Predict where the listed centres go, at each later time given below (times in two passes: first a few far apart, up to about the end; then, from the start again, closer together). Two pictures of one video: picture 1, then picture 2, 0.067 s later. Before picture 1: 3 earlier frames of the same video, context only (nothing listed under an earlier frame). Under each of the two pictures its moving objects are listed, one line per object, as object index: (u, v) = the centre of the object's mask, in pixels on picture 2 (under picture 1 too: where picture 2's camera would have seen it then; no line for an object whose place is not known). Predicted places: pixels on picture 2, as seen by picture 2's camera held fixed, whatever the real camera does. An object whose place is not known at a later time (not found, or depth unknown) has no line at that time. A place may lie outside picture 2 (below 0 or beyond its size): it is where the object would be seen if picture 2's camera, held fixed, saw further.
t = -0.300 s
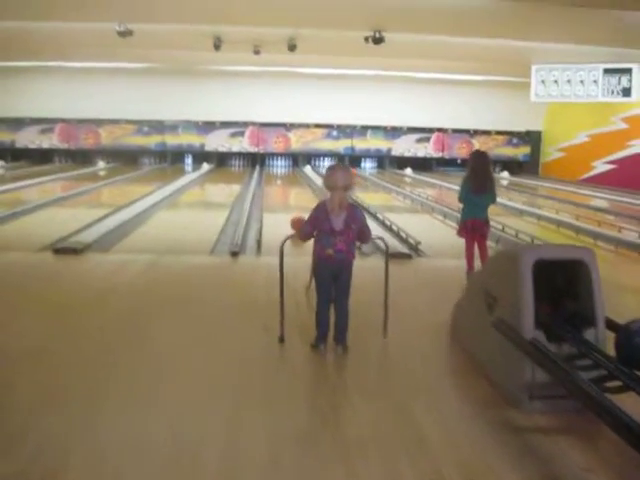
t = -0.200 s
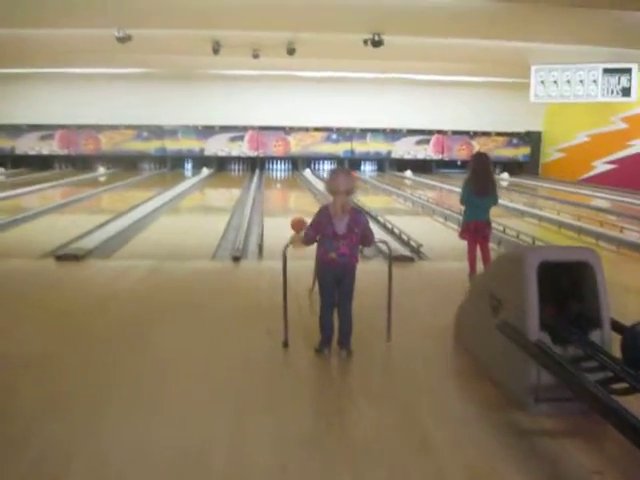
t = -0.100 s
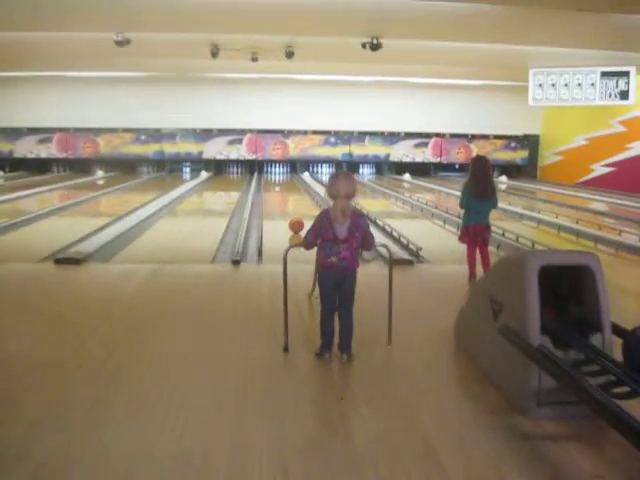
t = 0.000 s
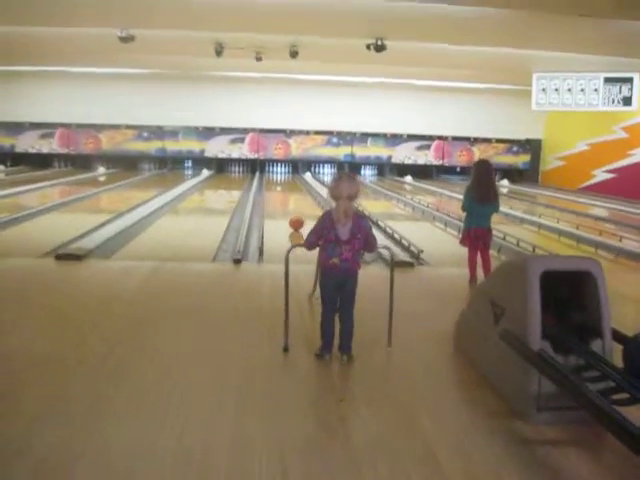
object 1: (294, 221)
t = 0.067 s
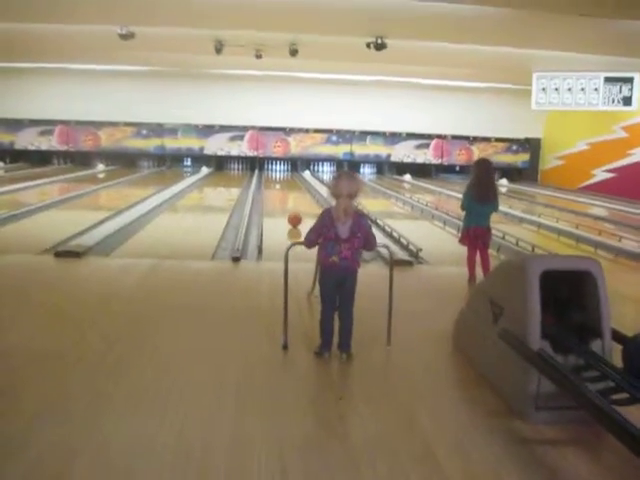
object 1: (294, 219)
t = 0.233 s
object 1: (293, 215)
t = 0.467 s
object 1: (293, 211)
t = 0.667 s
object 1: (292, 208)
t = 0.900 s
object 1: (290, 204)
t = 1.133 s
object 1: (285, 202)
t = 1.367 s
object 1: (282, 199)
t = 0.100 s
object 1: (294, 218)
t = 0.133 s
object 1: (294, 218)
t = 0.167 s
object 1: (294, 217)
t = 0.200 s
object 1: (293, 216)
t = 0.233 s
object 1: (293, 215)
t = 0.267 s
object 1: (293, 214)
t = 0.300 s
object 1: (293, 213)
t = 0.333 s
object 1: (293, 213)
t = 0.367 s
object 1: (293, 212)
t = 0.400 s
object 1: (293, 212)
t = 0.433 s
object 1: (293, 211)
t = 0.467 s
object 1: (293, 211)
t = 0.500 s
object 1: (292, 210)
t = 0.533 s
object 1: (292, 209)
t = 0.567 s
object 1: (292, 207)
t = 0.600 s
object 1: (292, 208)
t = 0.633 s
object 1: (292, 208)
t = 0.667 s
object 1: (292, 208)
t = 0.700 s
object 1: (292, 208)
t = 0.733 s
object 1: (292, 208)
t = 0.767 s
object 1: (292, 206)
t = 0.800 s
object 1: (292, 207)
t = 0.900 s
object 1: (290, 204)
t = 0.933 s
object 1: (289, 204)
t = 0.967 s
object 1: (288, 204)
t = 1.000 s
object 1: (288, 204)
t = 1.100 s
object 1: (286, 200)
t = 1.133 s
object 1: (285, 202)
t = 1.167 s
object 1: (283, 202)
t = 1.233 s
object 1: (282, 201)
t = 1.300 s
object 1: (283, 200)
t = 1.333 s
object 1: (281, 198)
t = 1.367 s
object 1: (282, 199)
